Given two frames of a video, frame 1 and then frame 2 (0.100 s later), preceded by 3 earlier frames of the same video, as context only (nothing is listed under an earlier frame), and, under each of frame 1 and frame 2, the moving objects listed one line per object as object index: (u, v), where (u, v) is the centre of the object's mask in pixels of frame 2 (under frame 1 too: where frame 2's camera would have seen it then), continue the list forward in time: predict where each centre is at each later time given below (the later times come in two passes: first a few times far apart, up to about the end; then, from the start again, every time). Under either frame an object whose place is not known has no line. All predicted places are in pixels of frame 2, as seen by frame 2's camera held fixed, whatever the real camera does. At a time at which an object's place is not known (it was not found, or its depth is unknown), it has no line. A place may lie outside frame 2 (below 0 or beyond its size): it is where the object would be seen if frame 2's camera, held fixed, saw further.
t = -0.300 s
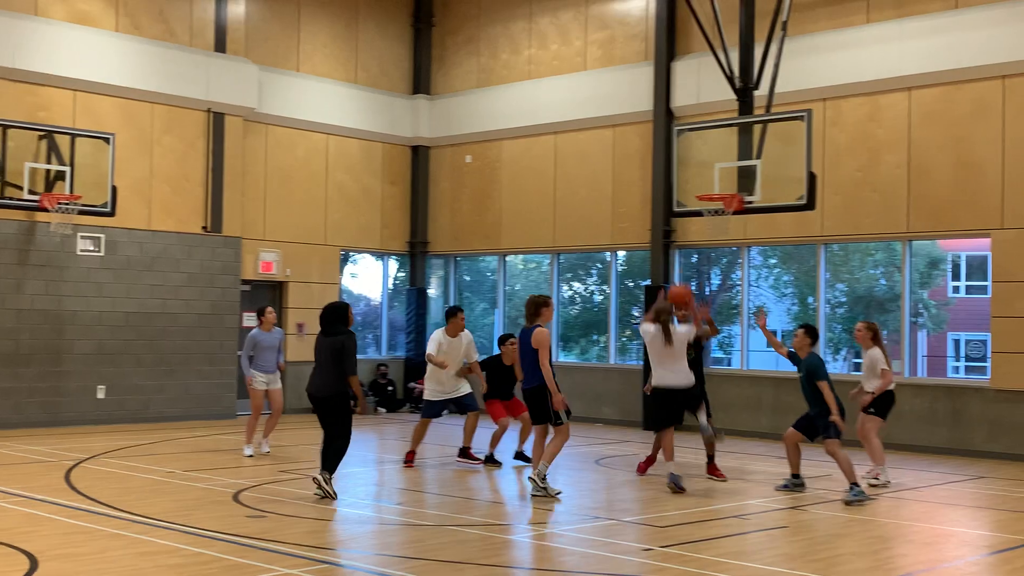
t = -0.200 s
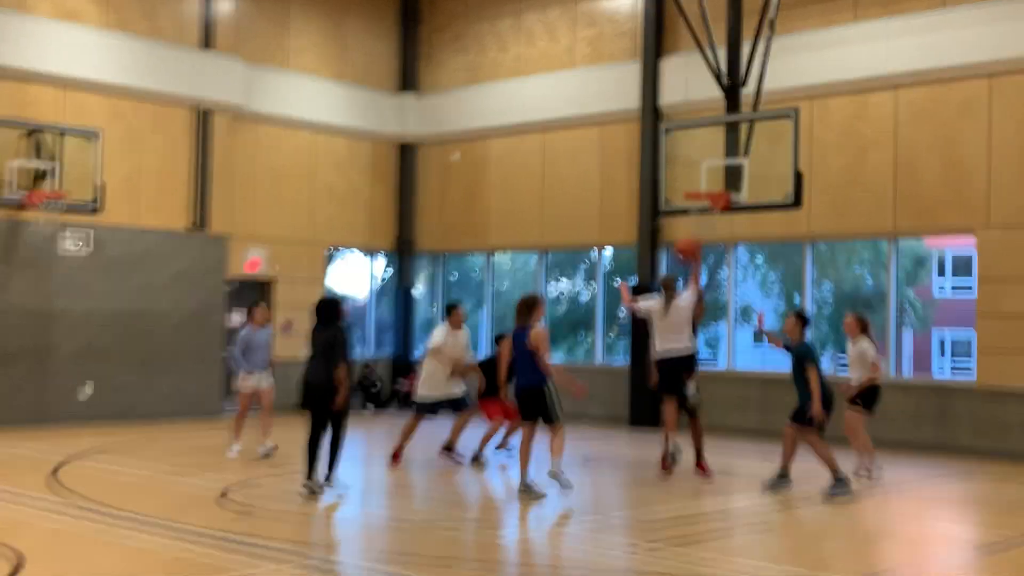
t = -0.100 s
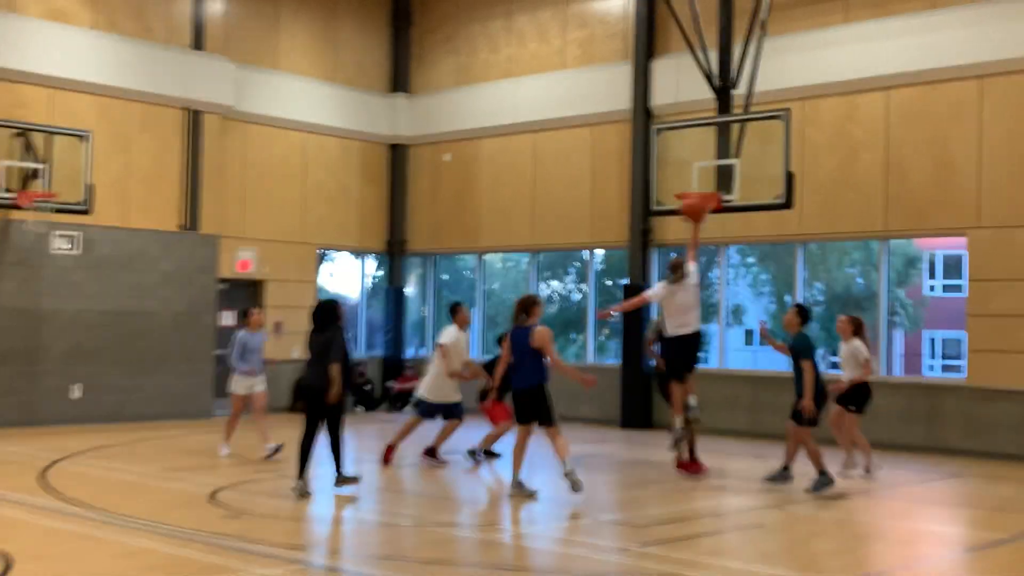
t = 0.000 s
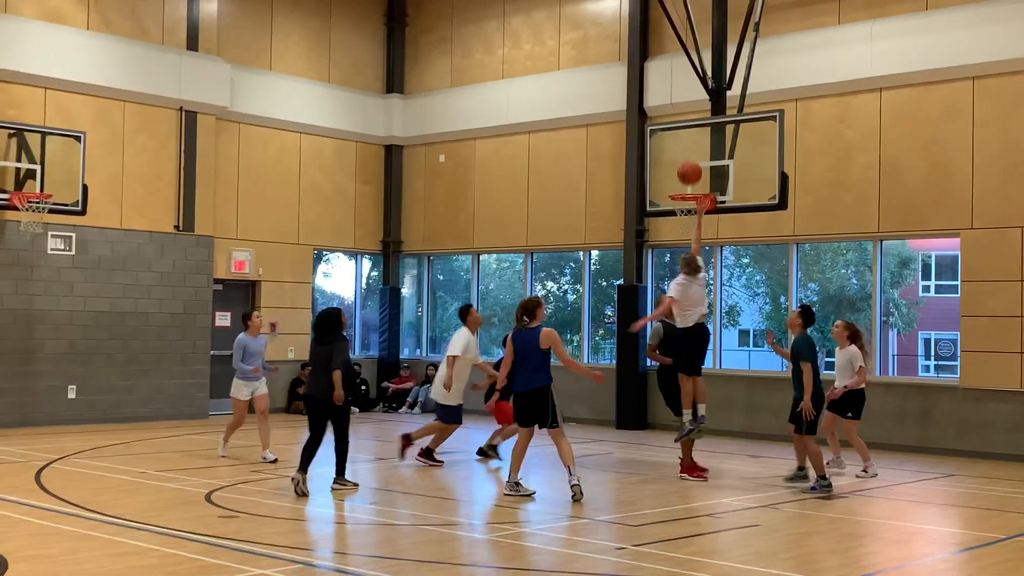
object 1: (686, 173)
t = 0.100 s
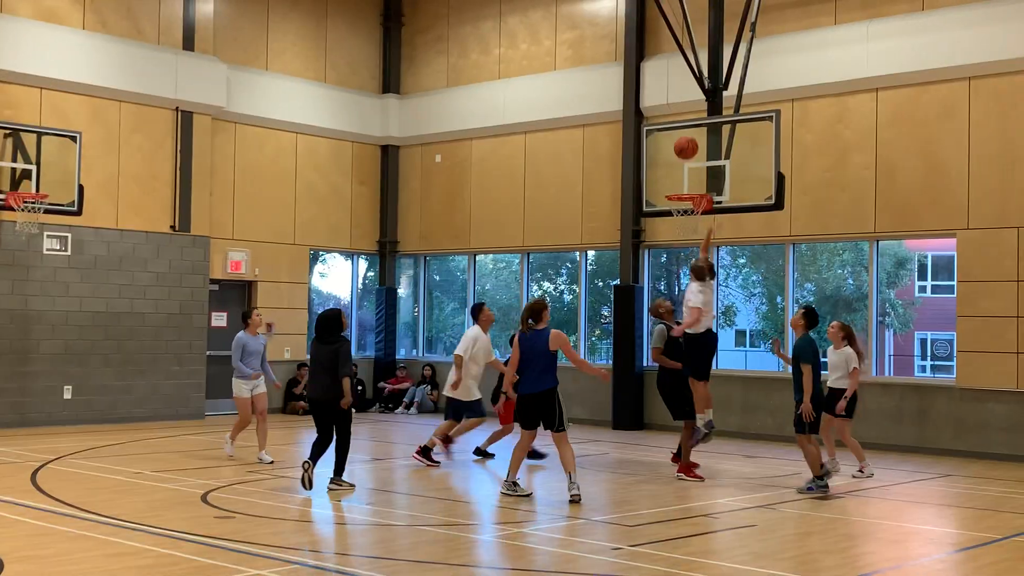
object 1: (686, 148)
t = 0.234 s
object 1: (686, 130)
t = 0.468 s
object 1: (685, 140)
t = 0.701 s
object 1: (683, 194)
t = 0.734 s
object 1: (683, 203)
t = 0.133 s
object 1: (686, 141)
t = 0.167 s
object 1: (686, 137)
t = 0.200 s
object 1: (686, 132)
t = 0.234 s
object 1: (686, 130)
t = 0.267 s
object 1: (686, 129)
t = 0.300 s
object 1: (686, 128)
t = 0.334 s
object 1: (686, 128)
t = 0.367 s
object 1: (685, 130)
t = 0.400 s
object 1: (685, 132)
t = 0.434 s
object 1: (685, 135)
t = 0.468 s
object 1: (685, 140)
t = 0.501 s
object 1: (685, 145)
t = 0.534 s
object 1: (685, 151)
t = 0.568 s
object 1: (685, 158)
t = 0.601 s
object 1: (684, 166)
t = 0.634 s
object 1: (684, 175)
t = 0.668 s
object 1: (684, 184)
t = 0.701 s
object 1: (683, 194)
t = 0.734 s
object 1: (683, 203)
